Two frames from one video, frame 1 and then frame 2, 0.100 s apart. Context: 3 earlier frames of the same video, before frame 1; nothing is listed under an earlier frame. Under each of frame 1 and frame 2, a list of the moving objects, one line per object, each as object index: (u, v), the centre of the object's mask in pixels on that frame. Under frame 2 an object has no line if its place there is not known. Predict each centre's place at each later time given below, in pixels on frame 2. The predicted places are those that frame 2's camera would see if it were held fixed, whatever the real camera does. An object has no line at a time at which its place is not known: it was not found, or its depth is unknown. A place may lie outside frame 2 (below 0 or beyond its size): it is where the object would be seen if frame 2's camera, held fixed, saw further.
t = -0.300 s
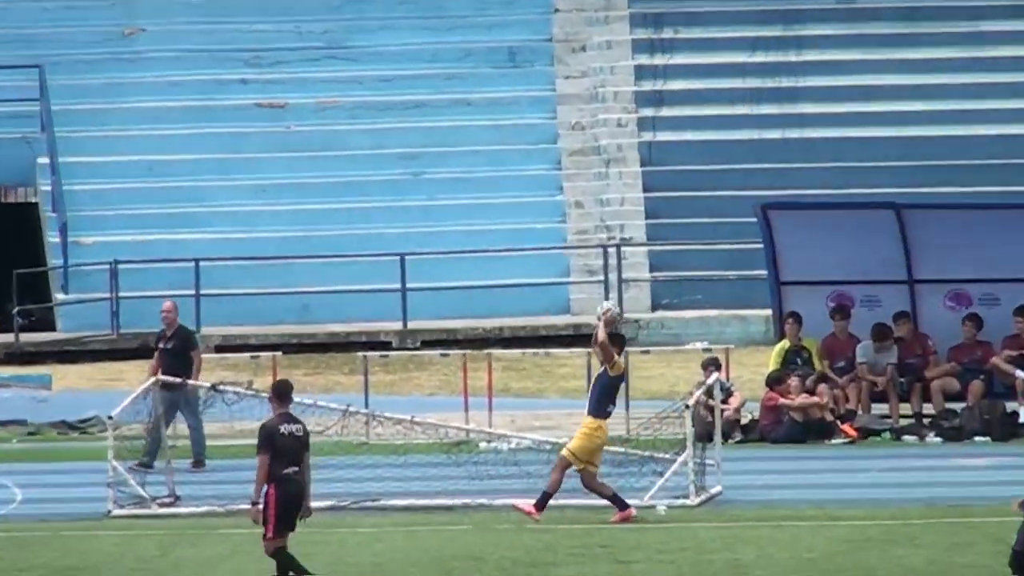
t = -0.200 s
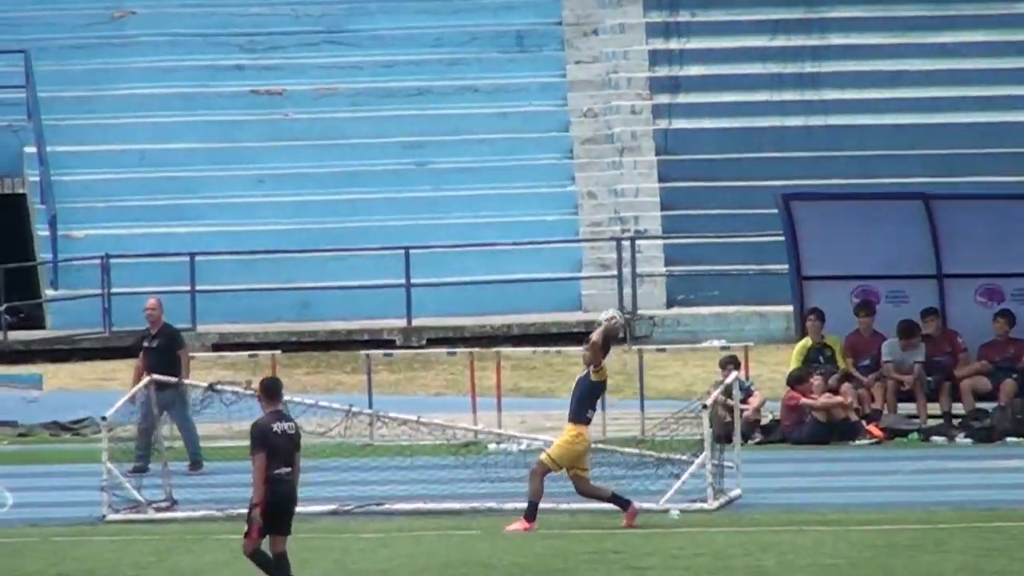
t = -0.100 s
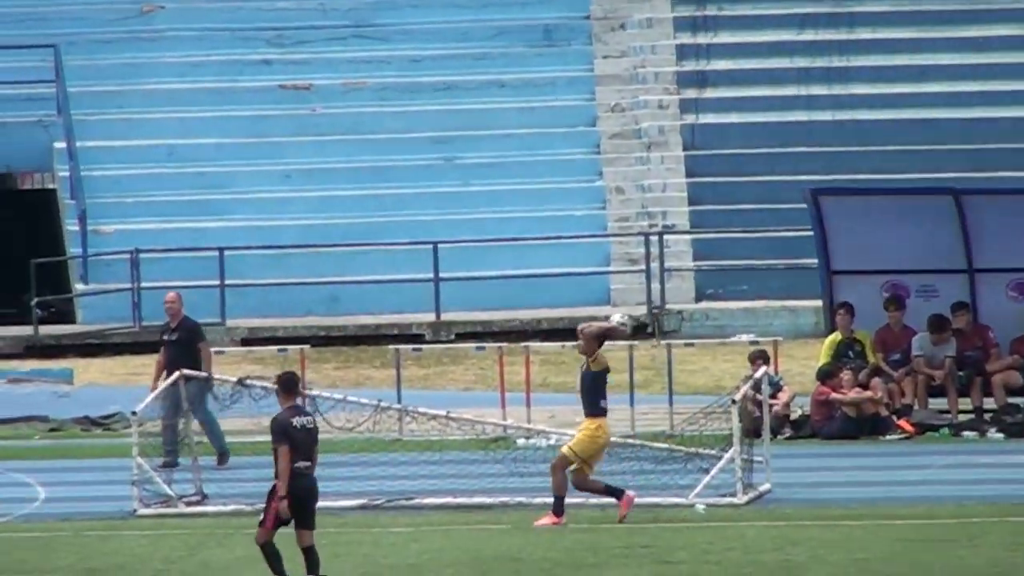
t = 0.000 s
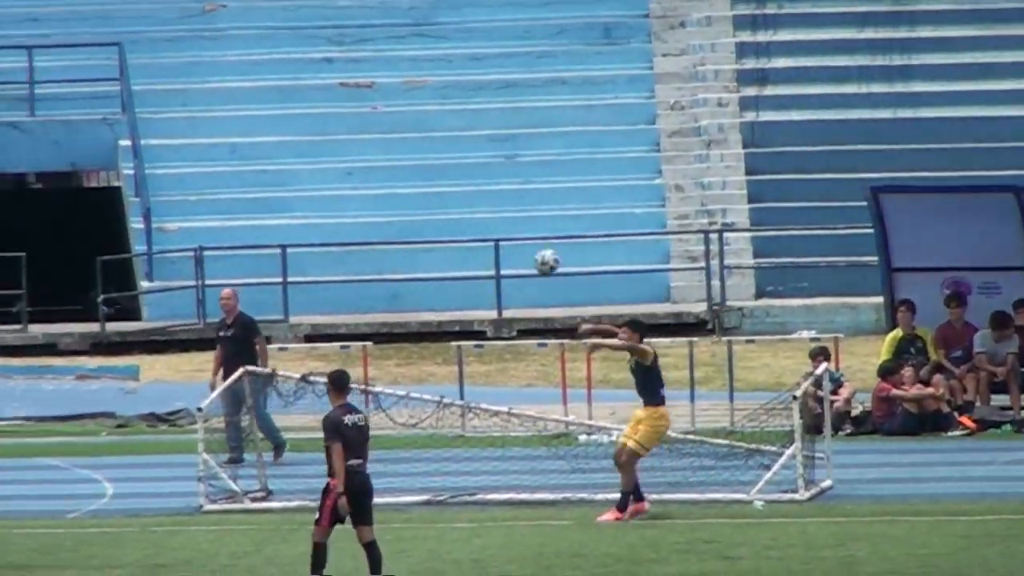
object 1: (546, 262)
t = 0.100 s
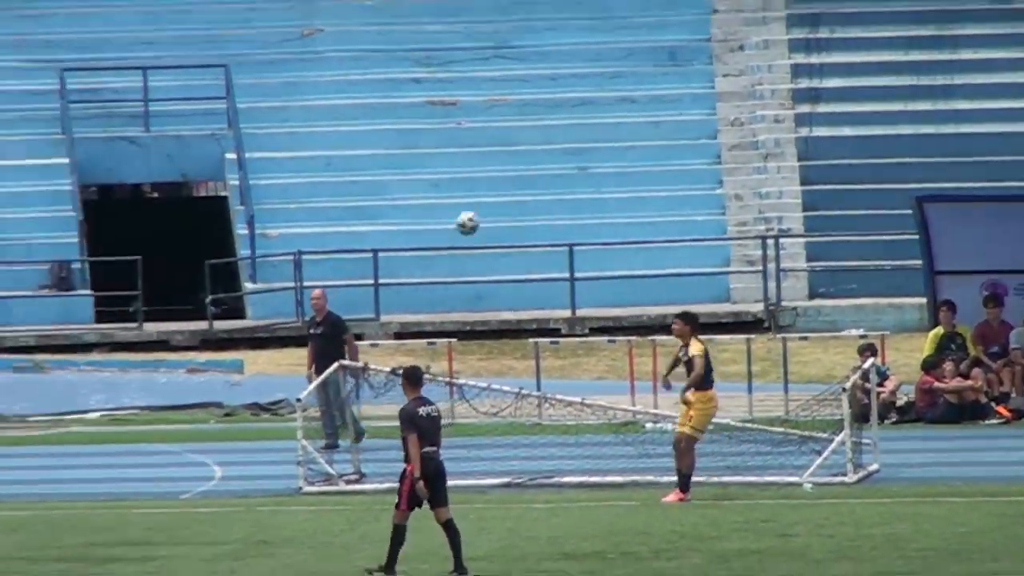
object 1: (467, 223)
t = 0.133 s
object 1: (424, 214)
